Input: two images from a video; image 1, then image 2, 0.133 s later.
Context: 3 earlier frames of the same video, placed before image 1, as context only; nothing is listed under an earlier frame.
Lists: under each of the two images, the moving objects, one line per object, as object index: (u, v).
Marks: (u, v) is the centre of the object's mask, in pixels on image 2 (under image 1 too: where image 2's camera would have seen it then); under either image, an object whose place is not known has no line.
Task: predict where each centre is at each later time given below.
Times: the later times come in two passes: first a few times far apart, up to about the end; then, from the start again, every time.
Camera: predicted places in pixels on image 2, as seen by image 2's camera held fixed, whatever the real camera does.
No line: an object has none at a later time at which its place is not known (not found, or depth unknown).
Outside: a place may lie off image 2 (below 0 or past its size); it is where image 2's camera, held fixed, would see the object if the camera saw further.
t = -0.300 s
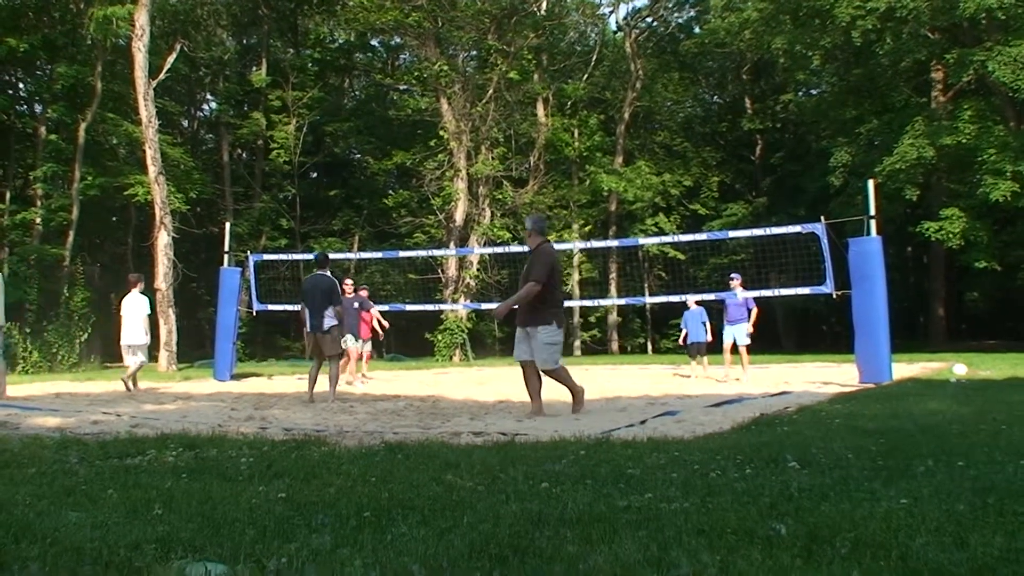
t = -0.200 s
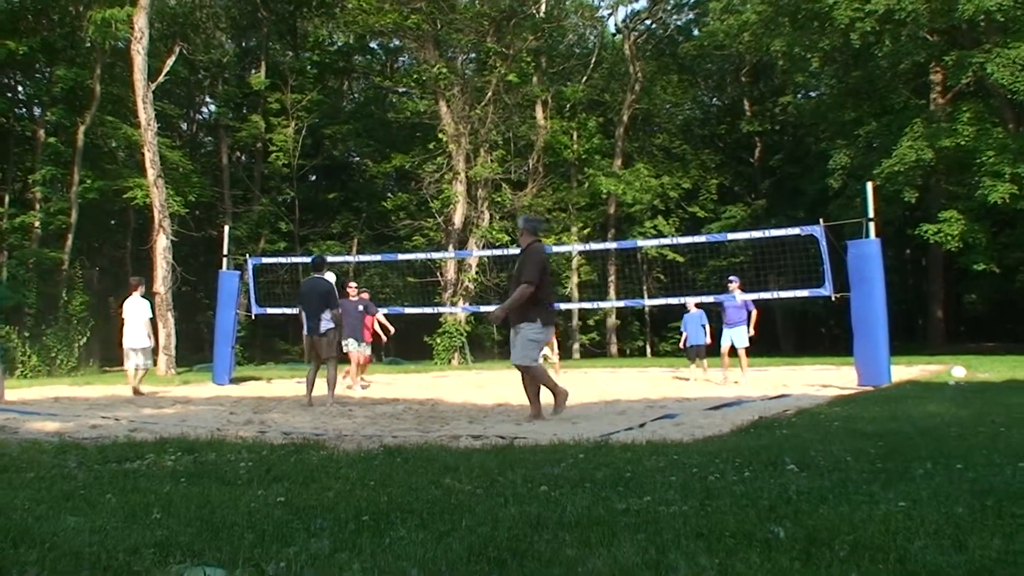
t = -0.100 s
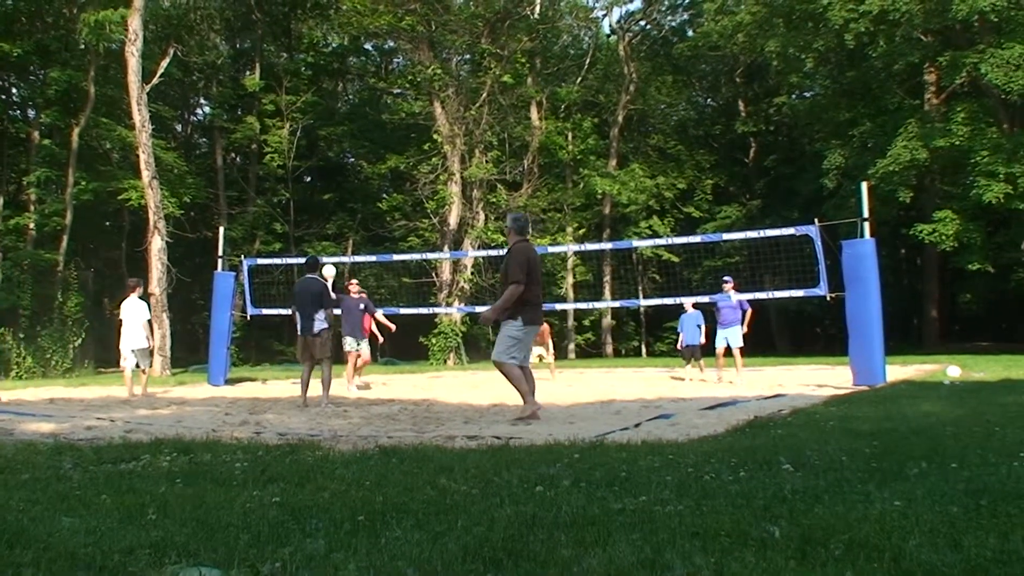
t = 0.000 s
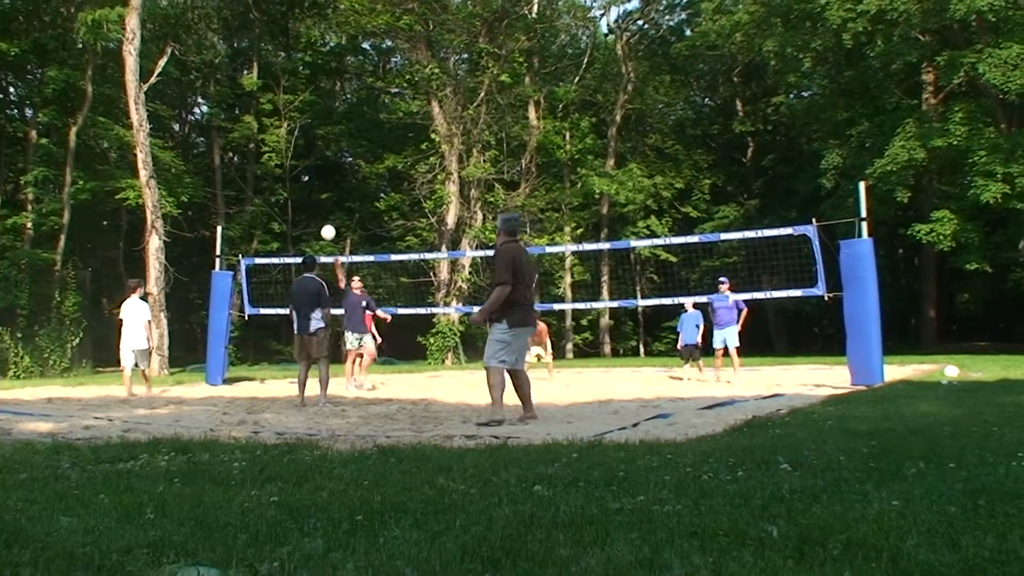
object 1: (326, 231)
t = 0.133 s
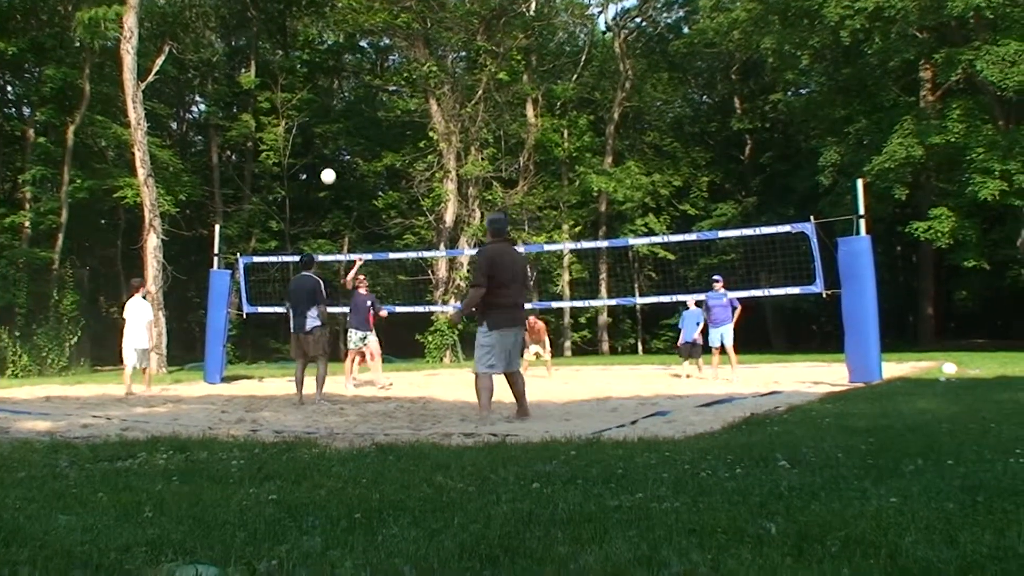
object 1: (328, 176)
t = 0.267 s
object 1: (330, 128)
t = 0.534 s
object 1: (338, 60)
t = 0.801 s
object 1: (345, 41)
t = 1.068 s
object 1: (356, 91)
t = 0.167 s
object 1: (329, 163)
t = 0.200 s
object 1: (329, 151)
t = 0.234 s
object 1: (330, 139)
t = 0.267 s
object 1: (330, 128)
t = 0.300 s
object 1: (331, 117)
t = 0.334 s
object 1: (332, 107)
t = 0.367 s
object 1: (333, 98)
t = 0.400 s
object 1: (334, 89)
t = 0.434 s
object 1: (335, 81)
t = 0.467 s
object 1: (336, 73)
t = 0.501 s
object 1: (337, 66)
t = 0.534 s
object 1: (338, 60)
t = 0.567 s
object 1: (338, 54)
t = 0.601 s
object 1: (339, 50)
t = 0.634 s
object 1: (340, 46)
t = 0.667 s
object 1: (341, 43)
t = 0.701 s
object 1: (342, 42)
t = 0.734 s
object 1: (343, 40)
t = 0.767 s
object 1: (344, 40)
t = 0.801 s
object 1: (345, 41)
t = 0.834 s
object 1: (346, 43)
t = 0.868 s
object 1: (347, 46)
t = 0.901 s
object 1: (348, 50)
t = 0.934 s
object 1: (350, 56)
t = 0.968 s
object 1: (351, 63)
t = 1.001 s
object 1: (353, 71)
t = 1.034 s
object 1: (354, 80)
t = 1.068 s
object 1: (356, 91)
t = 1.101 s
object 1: (357, 103)
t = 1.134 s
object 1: (359, 118)
